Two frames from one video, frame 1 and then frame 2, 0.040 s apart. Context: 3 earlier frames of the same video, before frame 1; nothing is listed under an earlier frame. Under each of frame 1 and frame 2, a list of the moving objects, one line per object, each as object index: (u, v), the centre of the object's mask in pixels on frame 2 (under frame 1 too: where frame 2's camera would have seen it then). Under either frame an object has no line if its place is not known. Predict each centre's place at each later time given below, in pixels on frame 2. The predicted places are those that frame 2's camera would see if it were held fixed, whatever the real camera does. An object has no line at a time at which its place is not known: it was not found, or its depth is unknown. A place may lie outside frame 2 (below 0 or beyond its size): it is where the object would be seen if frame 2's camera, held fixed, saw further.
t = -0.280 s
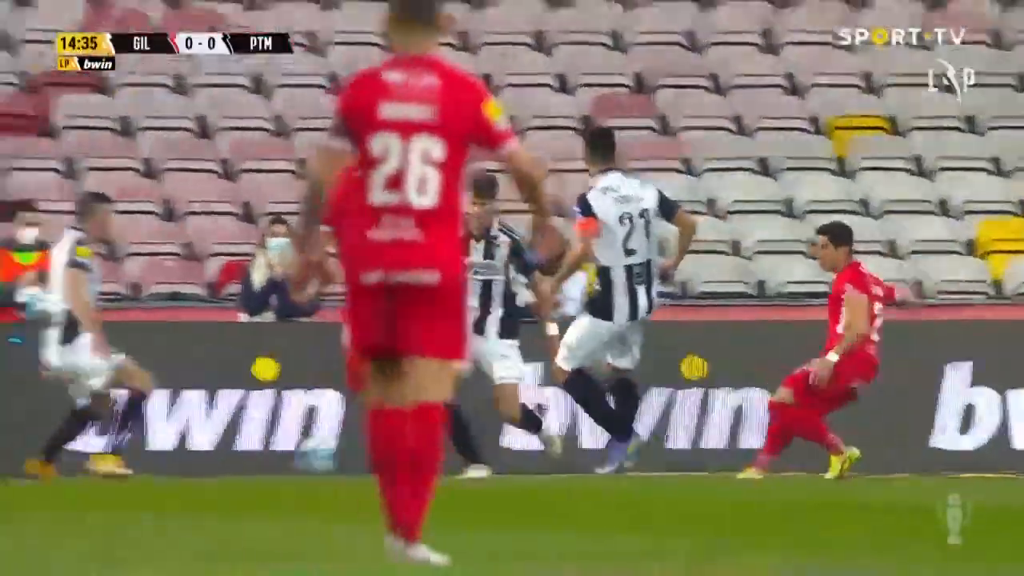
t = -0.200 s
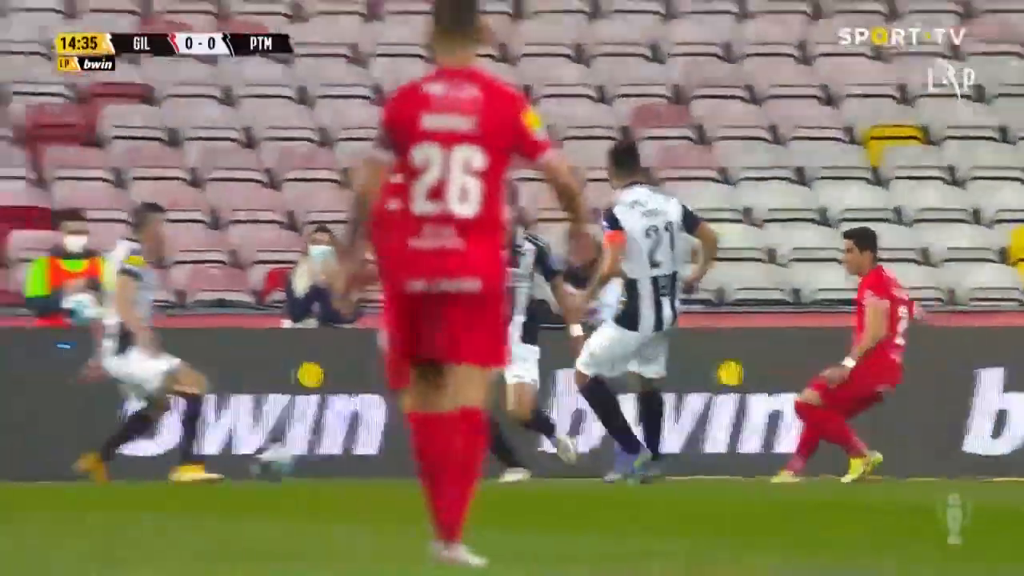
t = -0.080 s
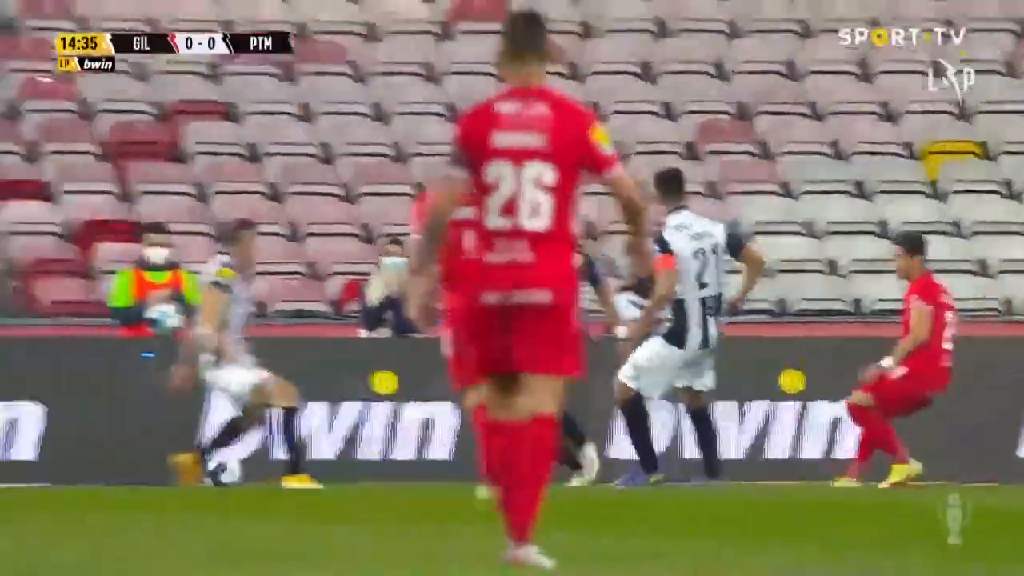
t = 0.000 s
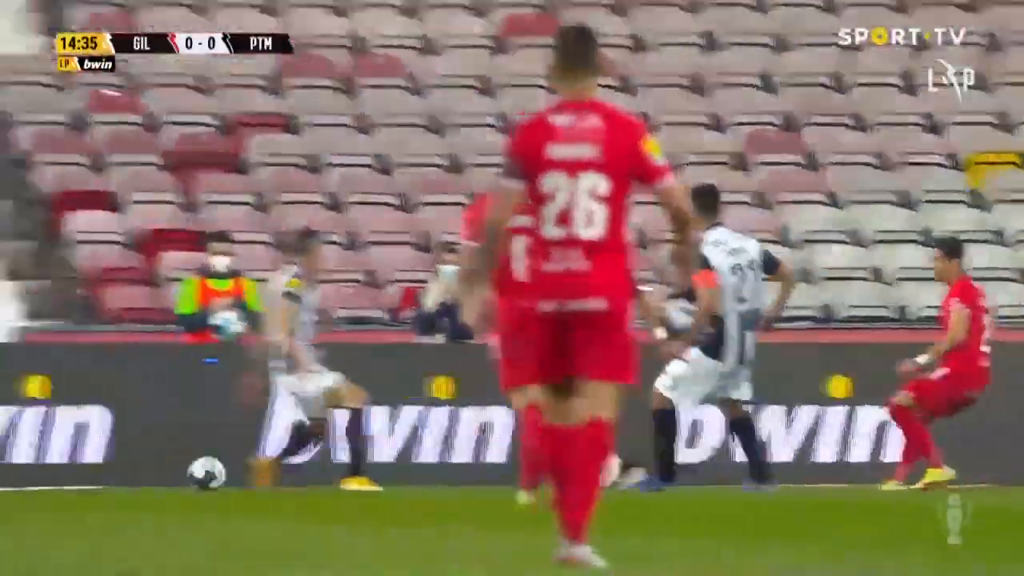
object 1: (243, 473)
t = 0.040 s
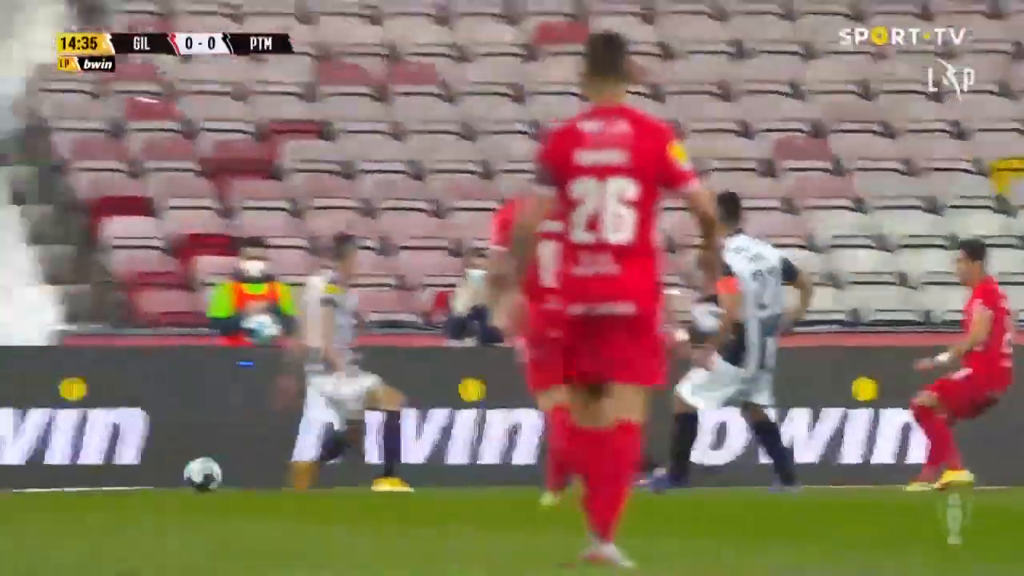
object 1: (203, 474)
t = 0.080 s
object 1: (164, 475)
